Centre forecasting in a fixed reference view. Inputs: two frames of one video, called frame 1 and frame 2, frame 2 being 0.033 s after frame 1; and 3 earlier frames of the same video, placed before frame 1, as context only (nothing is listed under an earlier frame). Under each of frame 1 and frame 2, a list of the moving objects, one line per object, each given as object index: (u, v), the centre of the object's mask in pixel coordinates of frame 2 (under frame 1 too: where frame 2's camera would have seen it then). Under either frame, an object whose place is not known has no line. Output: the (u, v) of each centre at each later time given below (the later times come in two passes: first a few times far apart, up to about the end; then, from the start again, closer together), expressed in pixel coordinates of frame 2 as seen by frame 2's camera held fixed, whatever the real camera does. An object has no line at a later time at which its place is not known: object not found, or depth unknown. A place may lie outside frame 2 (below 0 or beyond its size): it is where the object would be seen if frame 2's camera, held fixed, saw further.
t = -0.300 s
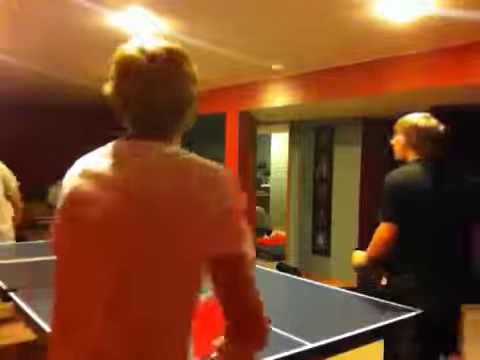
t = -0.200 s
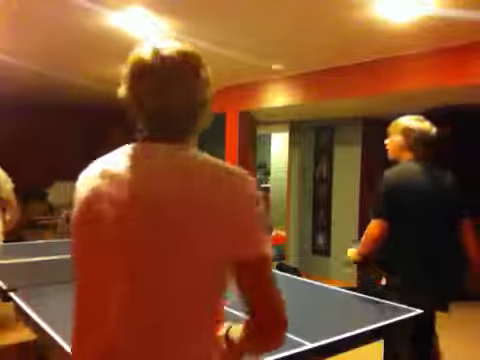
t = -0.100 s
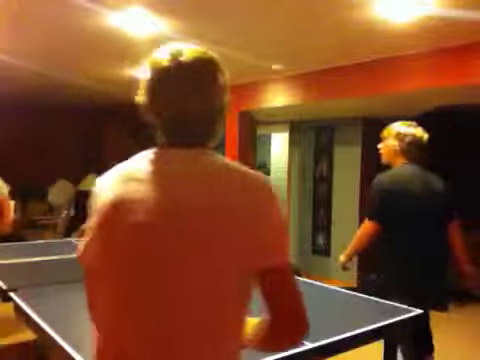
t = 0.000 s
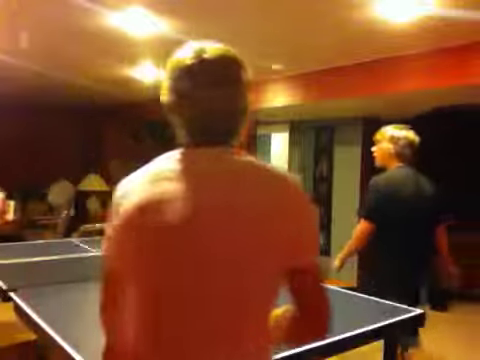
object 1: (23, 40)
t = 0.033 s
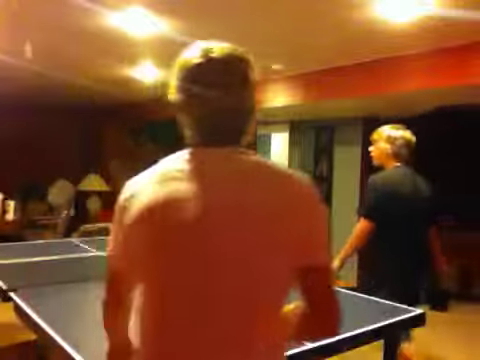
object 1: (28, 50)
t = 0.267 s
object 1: (56, 220)
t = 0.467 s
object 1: (72, 215)
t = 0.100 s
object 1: (35, 85)
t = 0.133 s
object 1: (39, 108)
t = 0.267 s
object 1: (56, 220)
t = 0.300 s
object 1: (59, 246)
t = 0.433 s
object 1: (71, 241)
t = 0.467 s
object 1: (72, 215)
